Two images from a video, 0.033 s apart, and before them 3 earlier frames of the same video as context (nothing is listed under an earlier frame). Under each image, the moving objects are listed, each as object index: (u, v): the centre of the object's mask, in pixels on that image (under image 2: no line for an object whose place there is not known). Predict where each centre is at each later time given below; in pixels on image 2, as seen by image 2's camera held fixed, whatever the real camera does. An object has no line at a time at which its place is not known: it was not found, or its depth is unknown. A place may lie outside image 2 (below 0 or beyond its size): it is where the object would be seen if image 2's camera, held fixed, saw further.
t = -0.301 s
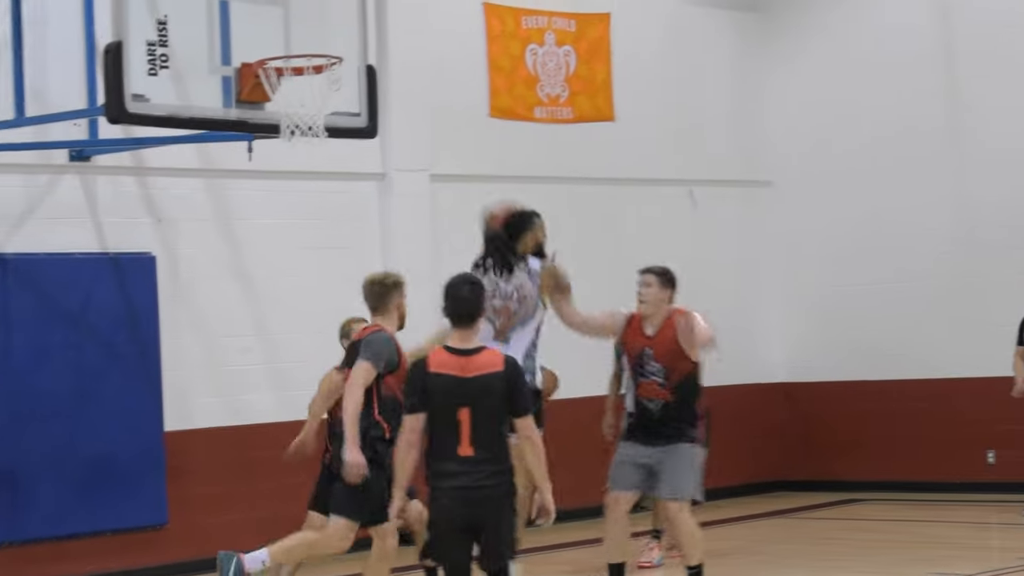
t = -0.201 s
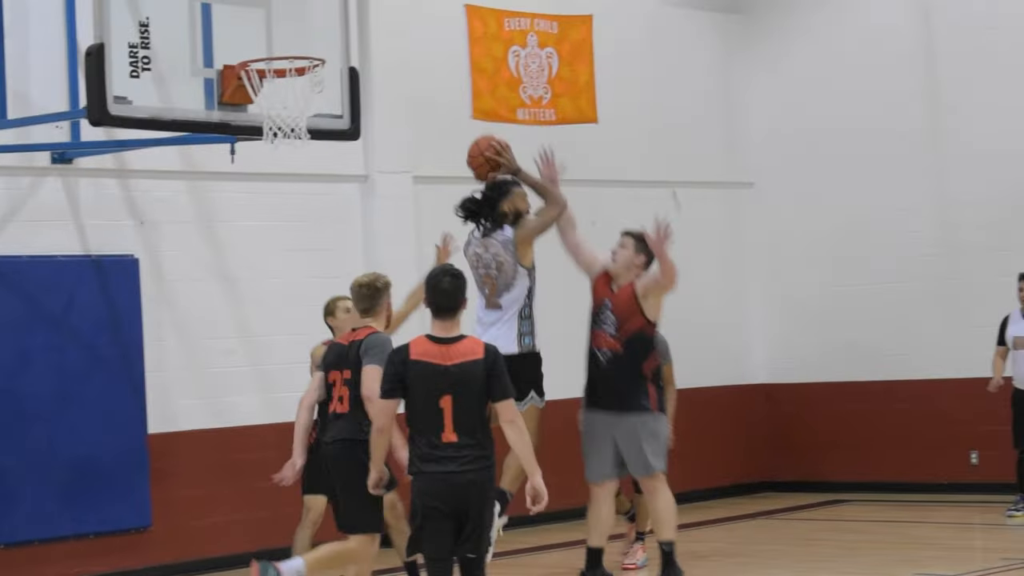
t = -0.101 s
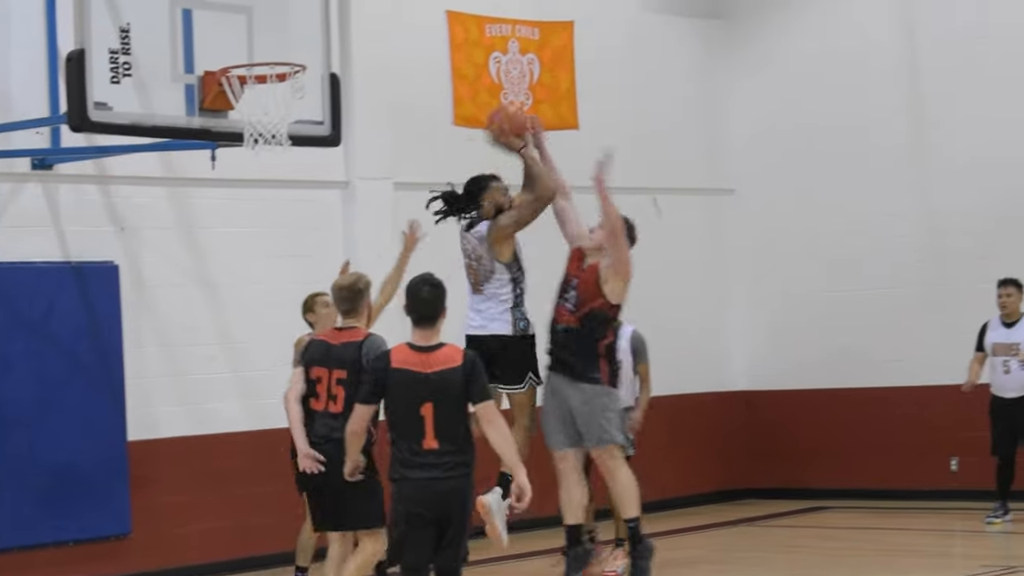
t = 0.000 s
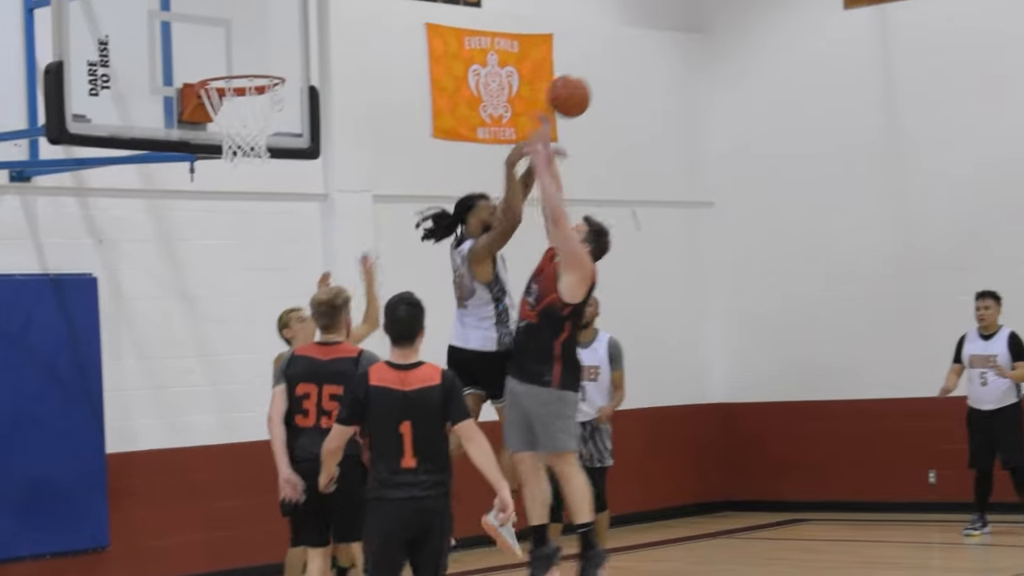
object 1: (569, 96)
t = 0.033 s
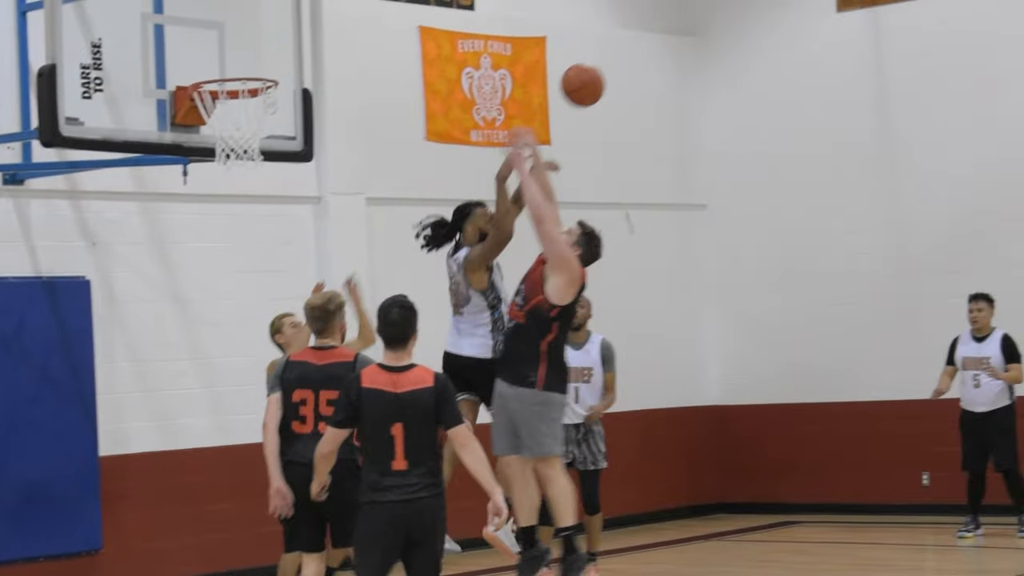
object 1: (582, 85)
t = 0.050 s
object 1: (594, 79)
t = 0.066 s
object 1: (606, 72)
